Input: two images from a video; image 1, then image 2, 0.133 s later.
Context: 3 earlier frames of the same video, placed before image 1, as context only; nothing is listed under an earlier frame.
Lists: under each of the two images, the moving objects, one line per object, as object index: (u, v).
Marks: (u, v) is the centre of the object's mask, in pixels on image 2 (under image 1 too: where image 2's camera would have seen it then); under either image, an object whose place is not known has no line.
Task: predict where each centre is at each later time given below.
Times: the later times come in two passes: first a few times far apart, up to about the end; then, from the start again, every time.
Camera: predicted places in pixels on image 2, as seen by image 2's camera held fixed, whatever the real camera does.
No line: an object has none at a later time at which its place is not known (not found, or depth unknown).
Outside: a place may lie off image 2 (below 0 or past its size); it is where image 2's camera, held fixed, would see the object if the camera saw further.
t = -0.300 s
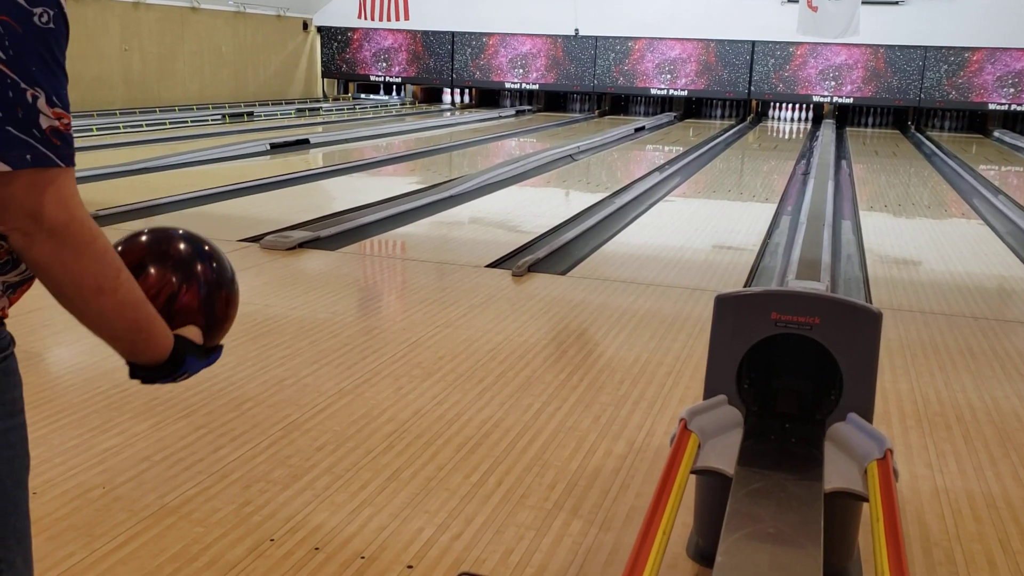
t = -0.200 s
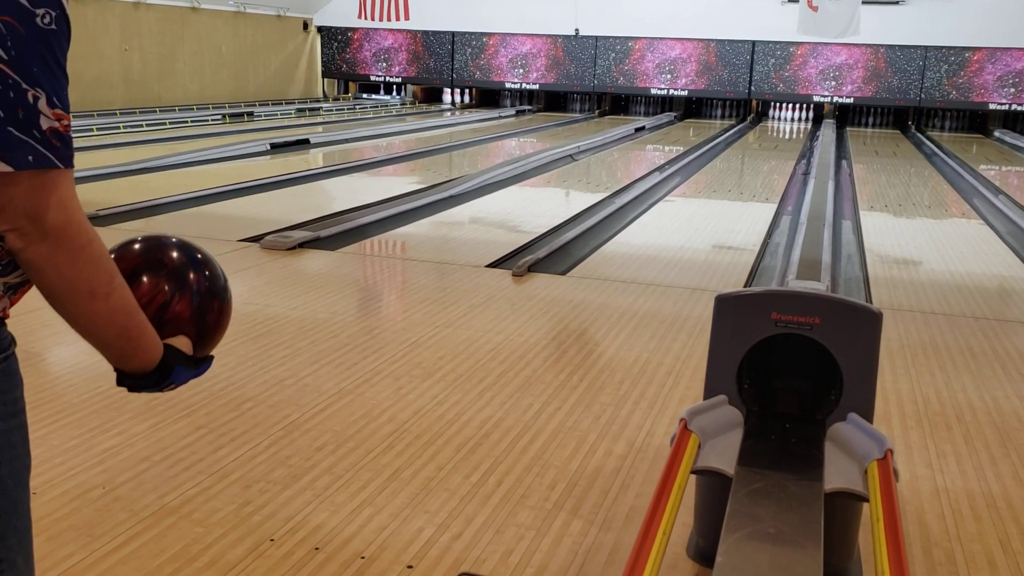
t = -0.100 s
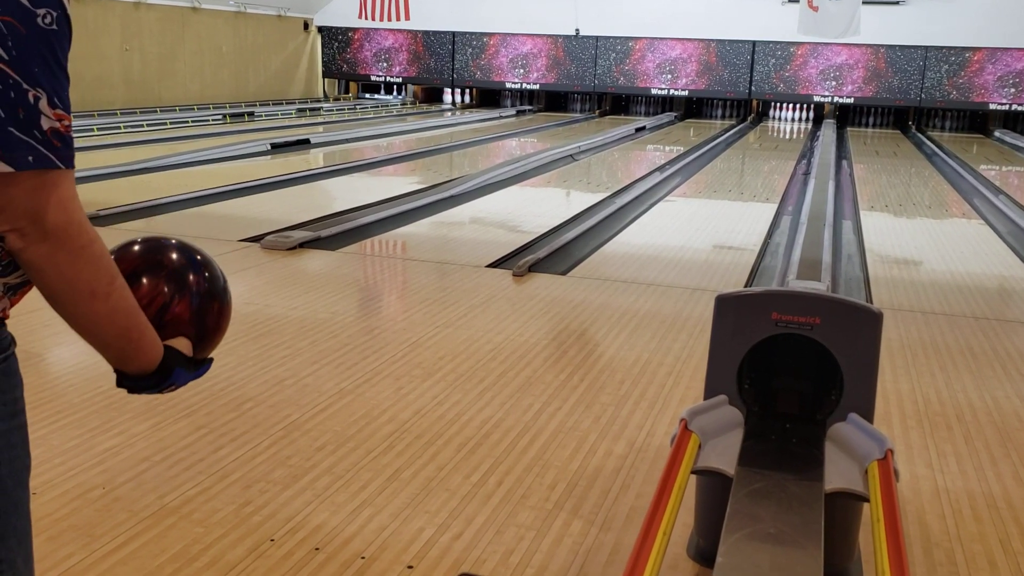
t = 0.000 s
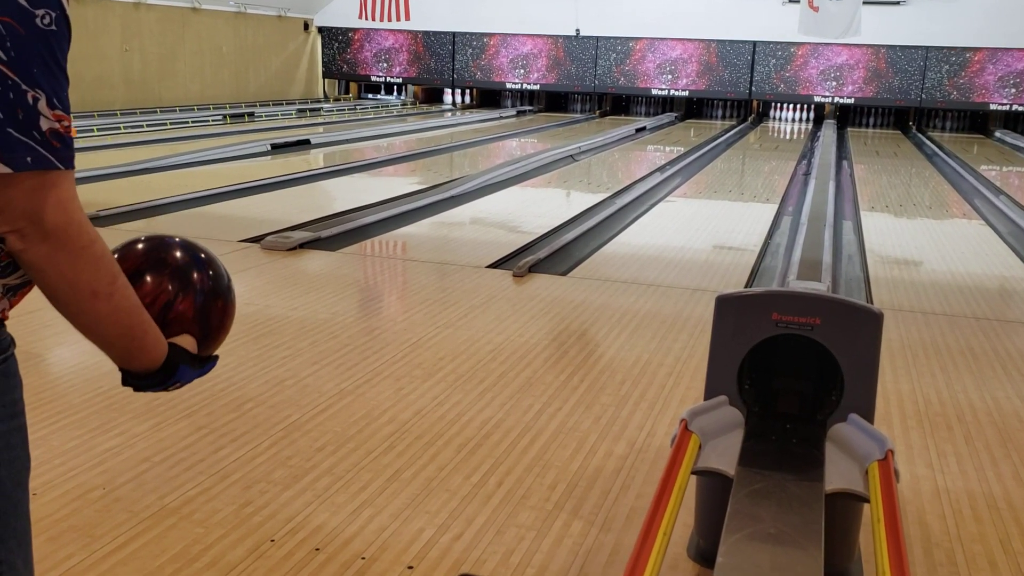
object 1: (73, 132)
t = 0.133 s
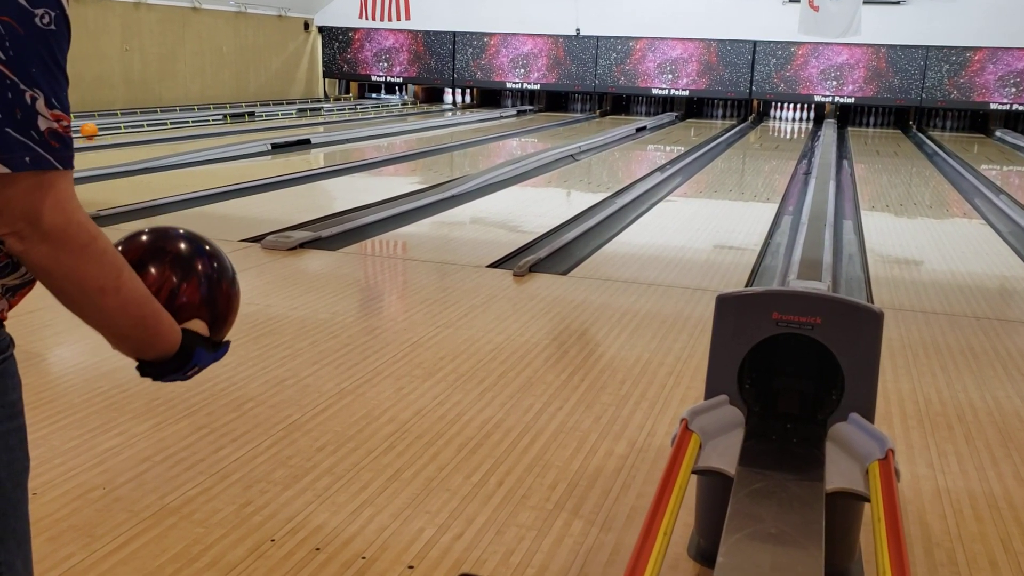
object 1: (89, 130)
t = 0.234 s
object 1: (104, 128)
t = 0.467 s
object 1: (138, 125)
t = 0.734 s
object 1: (172, 122)
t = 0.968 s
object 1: (199, 120)
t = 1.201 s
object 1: (224, 118)
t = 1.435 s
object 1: (246, 116)
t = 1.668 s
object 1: (267, 115)
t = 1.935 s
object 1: (289, 114)
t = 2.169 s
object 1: (306, 112)
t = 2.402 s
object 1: (322, 111)
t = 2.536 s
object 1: (333, 111)
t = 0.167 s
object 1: (94, 129)
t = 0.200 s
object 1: (99, 129)
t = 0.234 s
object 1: (104, 128)
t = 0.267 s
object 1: (110, 128)
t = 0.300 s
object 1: (114, 127)
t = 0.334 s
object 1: (119, 126)
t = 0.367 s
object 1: (124, 126)
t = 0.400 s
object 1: (128, 126)
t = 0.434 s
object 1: (133, 126)
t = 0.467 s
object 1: (138, 125)
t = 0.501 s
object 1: (142, 125)
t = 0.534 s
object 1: (147, 125)
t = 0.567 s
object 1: (151, 125)
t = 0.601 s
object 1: (155, 124)
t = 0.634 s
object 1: (160, 124)
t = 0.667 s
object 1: (164, 123)
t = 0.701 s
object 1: (168, 123)
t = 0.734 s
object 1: (172, 122)
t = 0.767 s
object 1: (176, 122)
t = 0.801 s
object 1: (180, 122)
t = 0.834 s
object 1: (184, 122)
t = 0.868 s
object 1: (188, 121)
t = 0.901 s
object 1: (192, 121)
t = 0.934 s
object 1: (196, 121)
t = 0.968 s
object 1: (199, 120)
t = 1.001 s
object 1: (203, 120)
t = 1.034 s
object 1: (206, 120)
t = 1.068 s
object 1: (210, 119)
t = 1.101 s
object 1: (213, 119)
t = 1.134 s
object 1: (217, 119)
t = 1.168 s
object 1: (221, 119)
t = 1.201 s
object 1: (224, 118)
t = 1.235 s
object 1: (227, 118)
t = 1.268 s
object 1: (230, 118)
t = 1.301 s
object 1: (233, 118)
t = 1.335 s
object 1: (236, 117)
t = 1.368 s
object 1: (240, 117)
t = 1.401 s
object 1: (243, 117)
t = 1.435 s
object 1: (246, 116)
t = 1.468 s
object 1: (249, 116)
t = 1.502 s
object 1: (252, 116)
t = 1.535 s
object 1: (255, 116)
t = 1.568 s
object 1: (258, 116)
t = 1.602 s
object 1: (261, 116)
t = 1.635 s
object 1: (264, 115)
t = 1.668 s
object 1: (267, 115)
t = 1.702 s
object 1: (270, 115)
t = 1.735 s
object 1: (273, 115)
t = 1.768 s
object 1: (275, 115)
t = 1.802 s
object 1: (278, 114)
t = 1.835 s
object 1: (281, 114)
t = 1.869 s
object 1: (283, 114)
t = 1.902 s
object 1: (286, 114)
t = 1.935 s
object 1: (289, 114)
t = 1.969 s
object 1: (292, 114)
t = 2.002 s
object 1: (294, 113)
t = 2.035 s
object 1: (296, 113)
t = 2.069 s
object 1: (299, 113)
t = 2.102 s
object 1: (301, 113)
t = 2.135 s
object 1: (303, 113)
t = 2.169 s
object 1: (306, 112)
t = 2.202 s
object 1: (308, 112)
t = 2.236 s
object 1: (311, 112)
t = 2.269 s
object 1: (313, 112)
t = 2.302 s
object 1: (315, 112)
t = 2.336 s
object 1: (317, 111)
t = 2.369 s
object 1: (319, 112)
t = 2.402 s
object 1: (322, 111)
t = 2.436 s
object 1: (324, 111)
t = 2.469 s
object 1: (329, 111)
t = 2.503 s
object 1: (330, 111)
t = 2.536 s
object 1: (333, 111)
